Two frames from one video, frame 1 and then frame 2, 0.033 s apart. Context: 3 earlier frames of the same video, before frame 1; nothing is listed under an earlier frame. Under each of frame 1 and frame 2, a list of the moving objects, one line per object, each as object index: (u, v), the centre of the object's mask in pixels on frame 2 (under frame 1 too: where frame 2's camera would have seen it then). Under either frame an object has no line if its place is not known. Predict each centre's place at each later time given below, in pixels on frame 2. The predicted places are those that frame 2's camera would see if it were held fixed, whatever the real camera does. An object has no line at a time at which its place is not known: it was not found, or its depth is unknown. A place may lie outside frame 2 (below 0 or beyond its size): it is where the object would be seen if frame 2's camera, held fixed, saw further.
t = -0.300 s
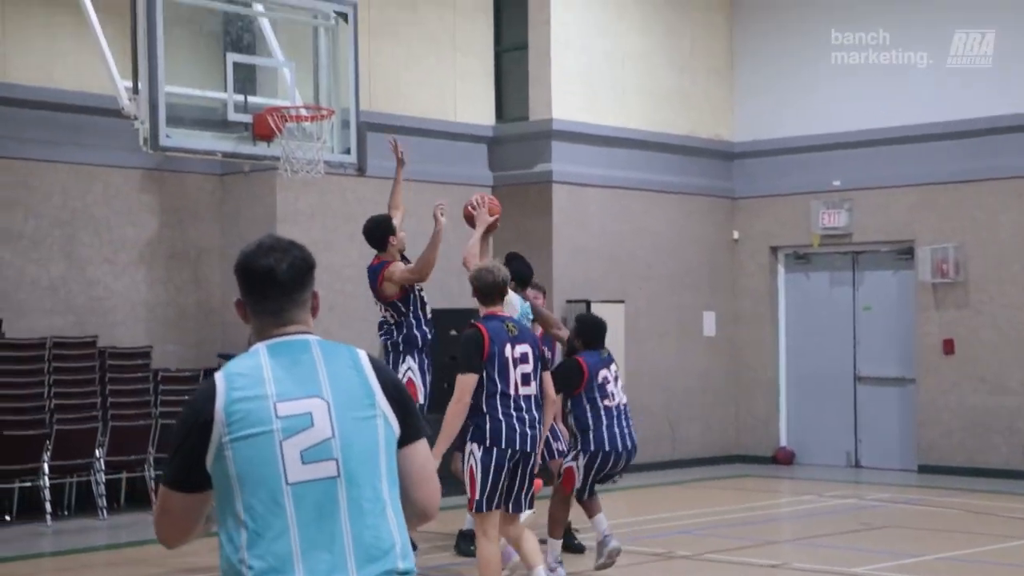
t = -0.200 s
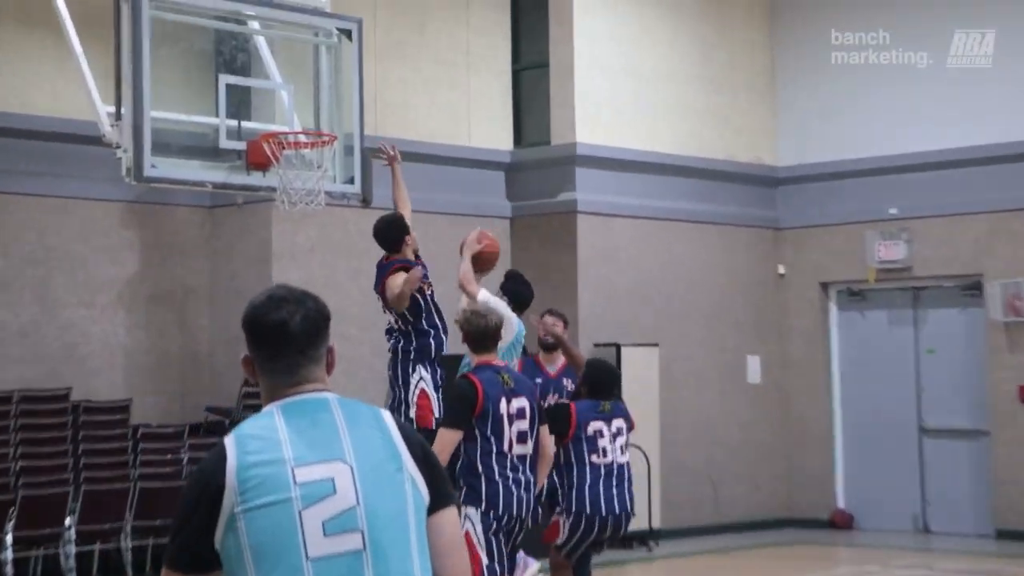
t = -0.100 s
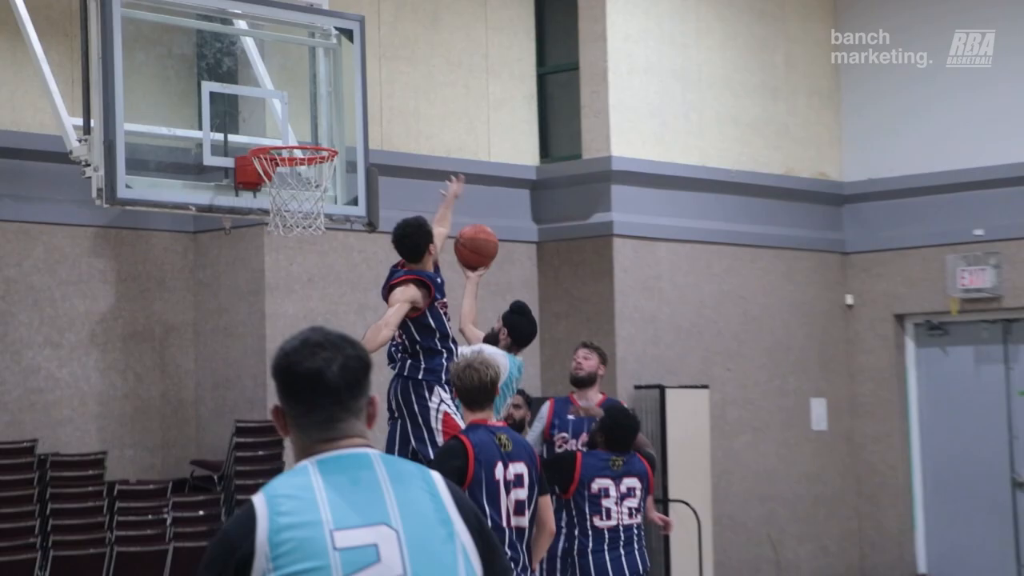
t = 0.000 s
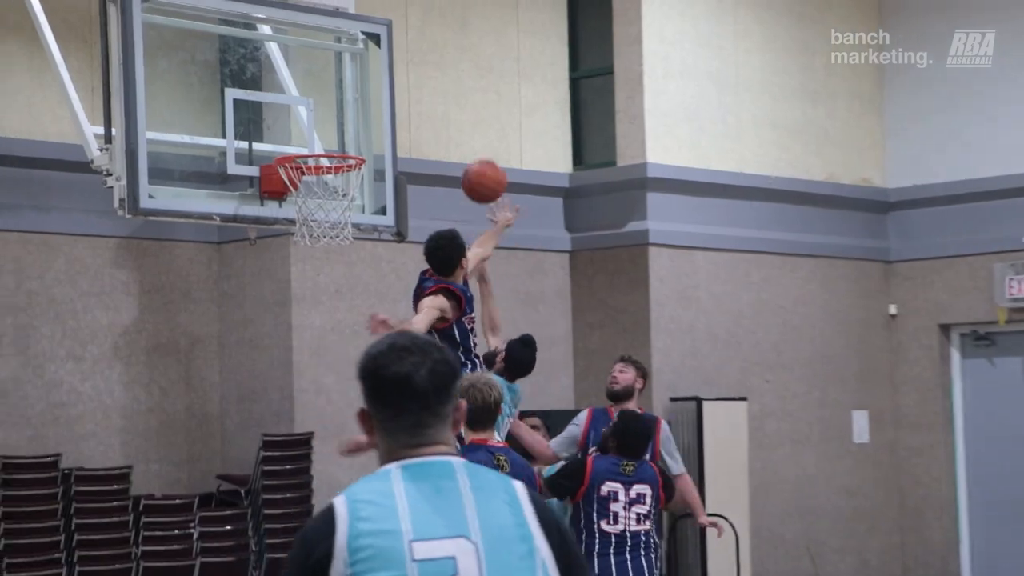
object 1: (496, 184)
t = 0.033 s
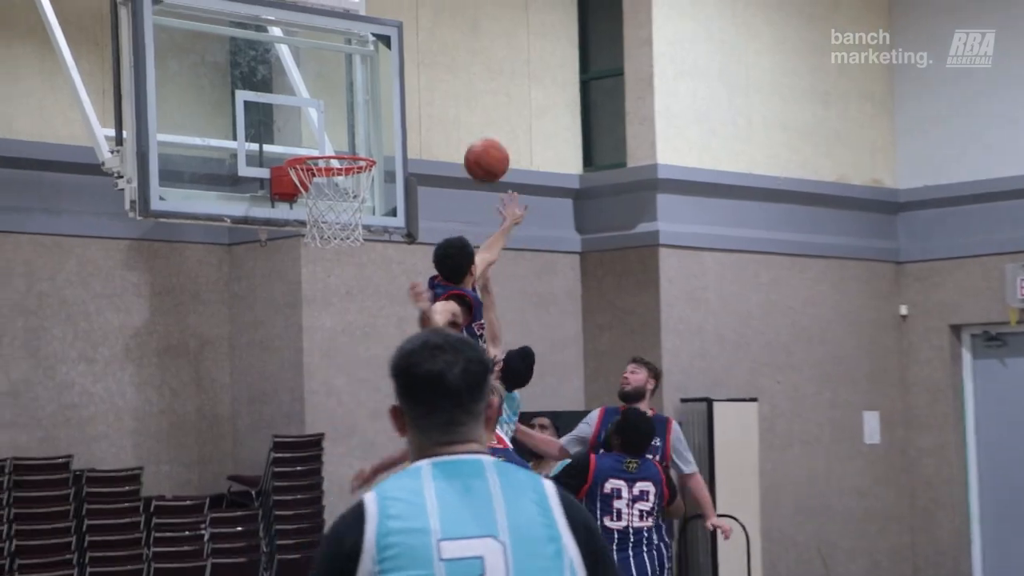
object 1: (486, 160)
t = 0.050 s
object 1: (482, 149)
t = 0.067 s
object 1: (478, 139)
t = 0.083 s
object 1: (475, 129)
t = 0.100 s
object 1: (470, 121)
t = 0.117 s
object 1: (466, 114)
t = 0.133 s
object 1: (462, 106)
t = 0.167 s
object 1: (454, 93)
